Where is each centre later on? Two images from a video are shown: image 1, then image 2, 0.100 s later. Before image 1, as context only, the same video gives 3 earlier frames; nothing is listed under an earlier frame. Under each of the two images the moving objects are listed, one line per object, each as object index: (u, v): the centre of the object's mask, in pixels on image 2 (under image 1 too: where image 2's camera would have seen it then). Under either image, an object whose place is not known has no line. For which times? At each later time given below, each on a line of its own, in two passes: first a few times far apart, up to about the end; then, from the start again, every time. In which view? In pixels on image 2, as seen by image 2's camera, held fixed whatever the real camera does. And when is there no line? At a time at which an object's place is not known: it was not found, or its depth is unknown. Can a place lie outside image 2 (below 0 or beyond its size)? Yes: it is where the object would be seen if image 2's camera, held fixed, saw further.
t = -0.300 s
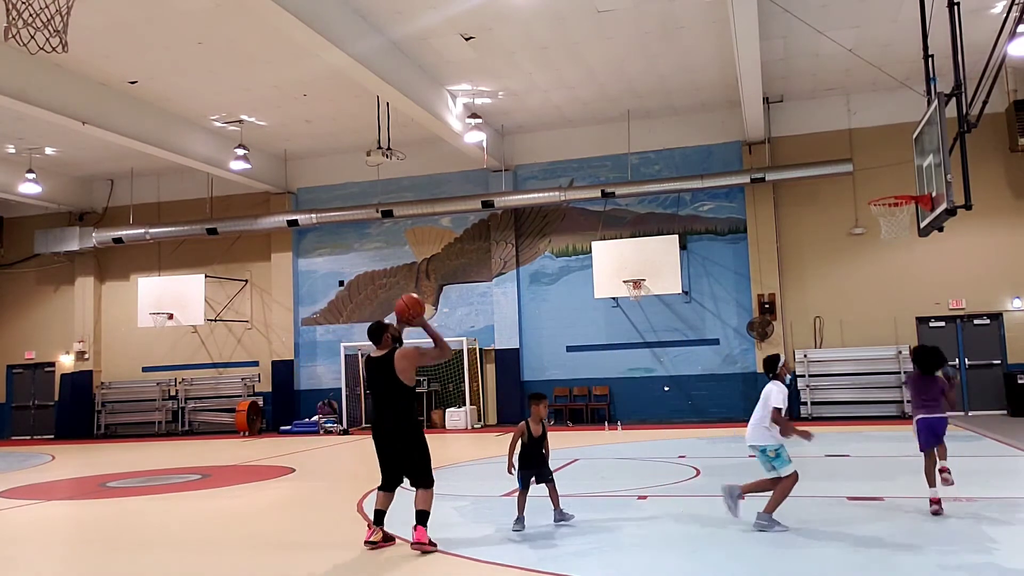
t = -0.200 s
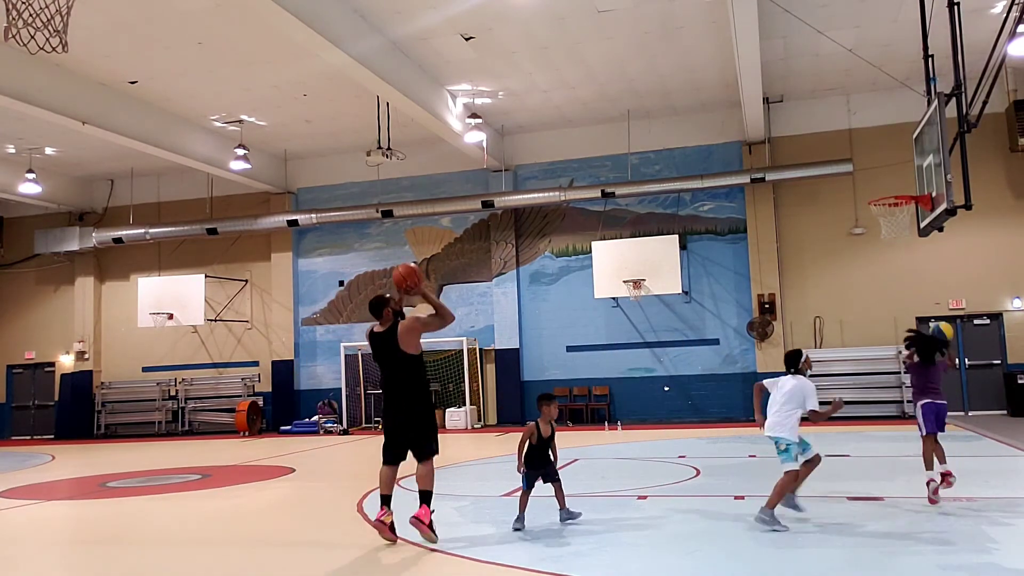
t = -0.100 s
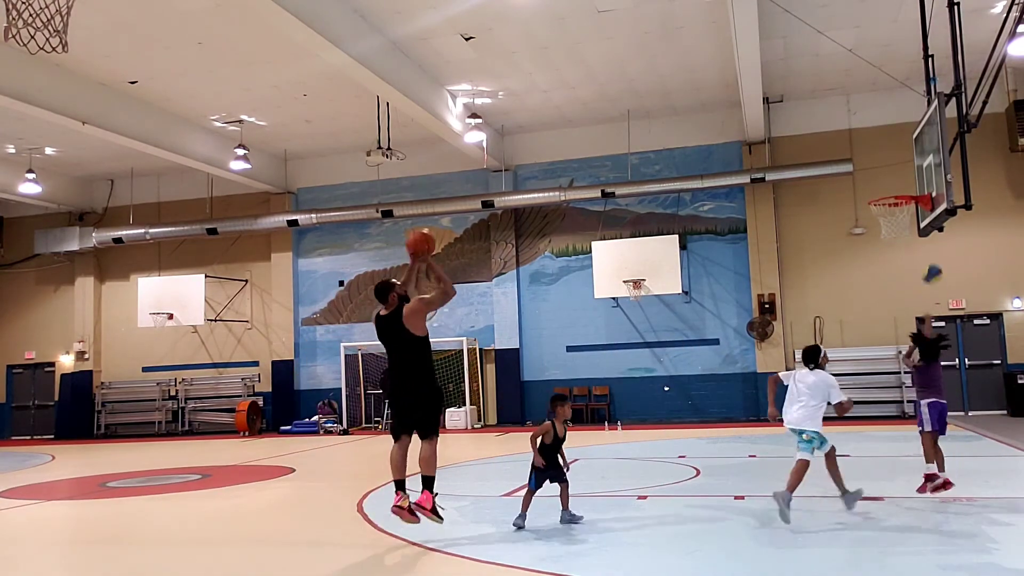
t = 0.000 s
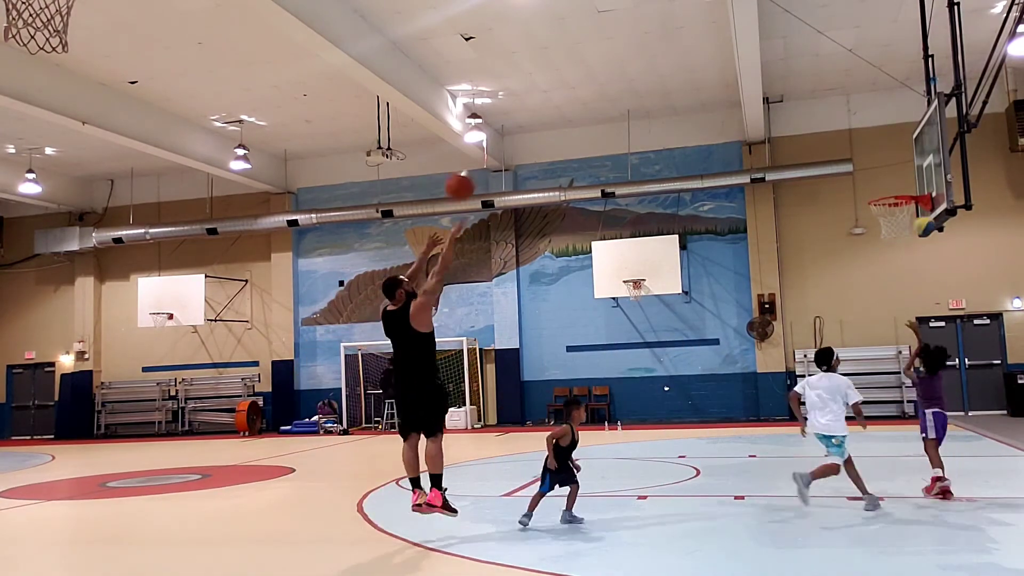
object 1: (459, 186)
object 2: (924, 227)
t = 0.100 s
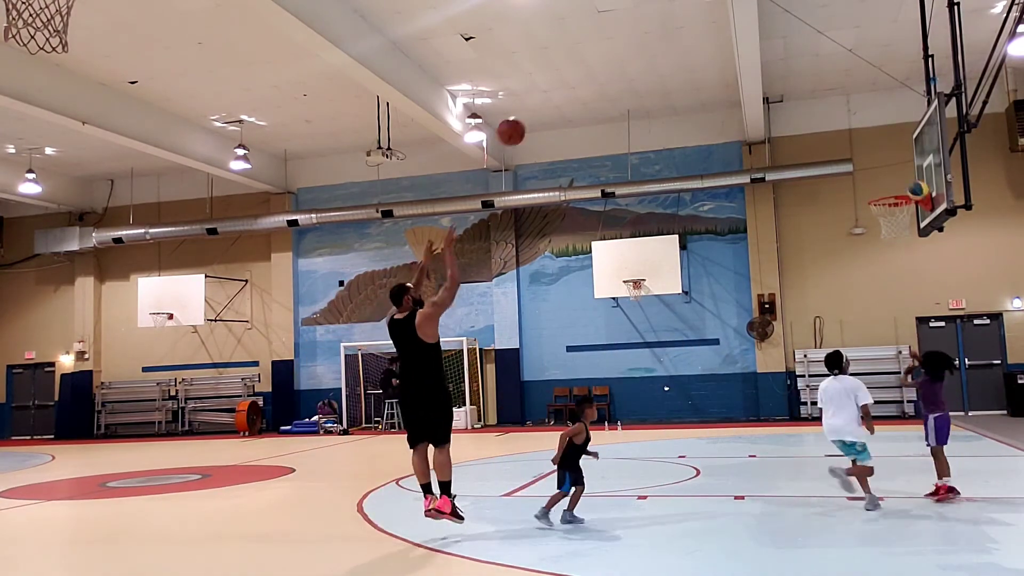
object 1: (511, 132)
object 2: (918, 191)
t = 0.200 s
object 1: (559, 92)
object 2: (913, 167)
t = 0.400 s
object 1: (646, 50)
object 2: (905, 151)
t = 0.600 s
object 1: (724, 50)
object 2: (900, 171)
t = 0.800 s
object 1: (795, 85)
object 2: (891, 178)
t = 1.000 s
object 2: (874, 166)
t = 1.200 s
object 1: (906, 223)
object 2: (861, 186)
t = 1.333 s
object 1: (911, 247)
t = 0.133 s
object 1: (527, 117)
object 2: (916, 181)
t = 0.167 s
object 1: (543, 104)
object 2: (915, 174)
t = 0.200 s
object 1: (559, 92)
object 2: (913, 167)
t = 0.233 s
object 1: (574, 81)
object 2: (911, 162)
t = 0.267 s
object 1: (589, 73)
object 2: (910, 158)
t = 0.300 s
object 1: (604, 65)
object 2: (908, 154)
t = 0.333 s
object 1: (618, 59)
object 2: (907, 152)
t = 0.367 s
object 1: (632, 54)
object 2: (906, 152)
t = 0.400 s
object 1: (646, 50)
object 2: (905, 151)
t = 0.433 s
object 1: (659, 47)
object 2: (904, 152)
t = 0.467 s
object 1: (673, 45)
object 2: (903, 154)
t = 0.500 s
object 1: (686, 45)
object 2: (901, 158)
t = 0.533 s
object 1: (699, 45)
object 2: (902, 161)
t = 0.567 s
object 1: (712, 47)
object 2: (901, 165)
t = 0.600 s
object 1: (724, 50)
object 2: (900, 171)
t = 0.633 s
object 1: (736, 53)
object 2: (900, 178)
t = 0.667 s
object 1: (748, 58)
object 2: (900, 185)
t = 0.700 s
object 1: (760, 64)
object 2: (900, 191)
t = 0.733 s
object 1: (772, 70)
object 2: (898, 189)
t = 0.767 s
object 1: (783, 77)
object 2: (895, 184)
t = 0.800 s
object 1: (795, 85)
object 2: (891, 178)
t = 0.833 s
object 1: (806, 94)
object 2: (888, 174)
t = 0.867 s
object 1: (817, 104)
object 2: (885, 170)
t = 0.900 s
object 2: (882, 168)
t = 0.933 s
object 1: (839, 127)
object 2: (879, 166)
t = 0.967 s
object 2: (877, 166)
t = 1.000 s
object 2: (874, 166)
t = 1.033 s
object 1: (870, 166)
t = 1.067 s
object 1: (880, 180)
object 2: (868, 169)
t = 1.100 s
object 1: (890, 194)
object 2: (867, 173)
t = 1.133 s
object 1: (898, 210)
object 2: (865, 176)
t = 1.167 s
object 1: (905, 220)
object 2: (862, 181)
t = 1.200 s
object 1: (906, 223)
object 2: (861, 186)
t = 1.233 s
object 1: (907, 228)
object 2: (859, 193)
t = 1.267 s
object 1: (908, 233)
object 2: (856, 201)
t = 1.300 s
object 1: (909, 239)
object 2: (854, 209)
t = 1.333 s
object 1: (911, 247)
